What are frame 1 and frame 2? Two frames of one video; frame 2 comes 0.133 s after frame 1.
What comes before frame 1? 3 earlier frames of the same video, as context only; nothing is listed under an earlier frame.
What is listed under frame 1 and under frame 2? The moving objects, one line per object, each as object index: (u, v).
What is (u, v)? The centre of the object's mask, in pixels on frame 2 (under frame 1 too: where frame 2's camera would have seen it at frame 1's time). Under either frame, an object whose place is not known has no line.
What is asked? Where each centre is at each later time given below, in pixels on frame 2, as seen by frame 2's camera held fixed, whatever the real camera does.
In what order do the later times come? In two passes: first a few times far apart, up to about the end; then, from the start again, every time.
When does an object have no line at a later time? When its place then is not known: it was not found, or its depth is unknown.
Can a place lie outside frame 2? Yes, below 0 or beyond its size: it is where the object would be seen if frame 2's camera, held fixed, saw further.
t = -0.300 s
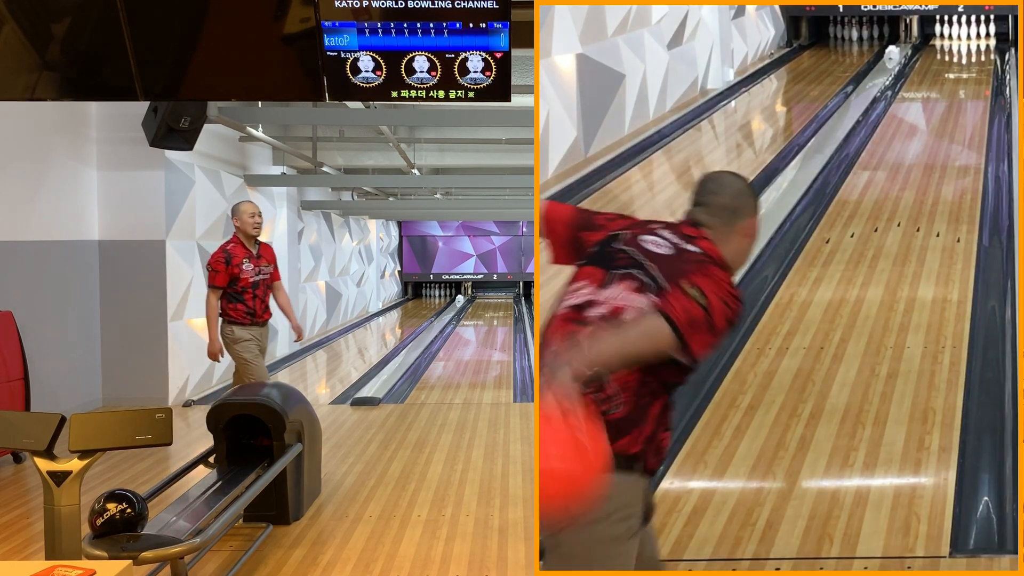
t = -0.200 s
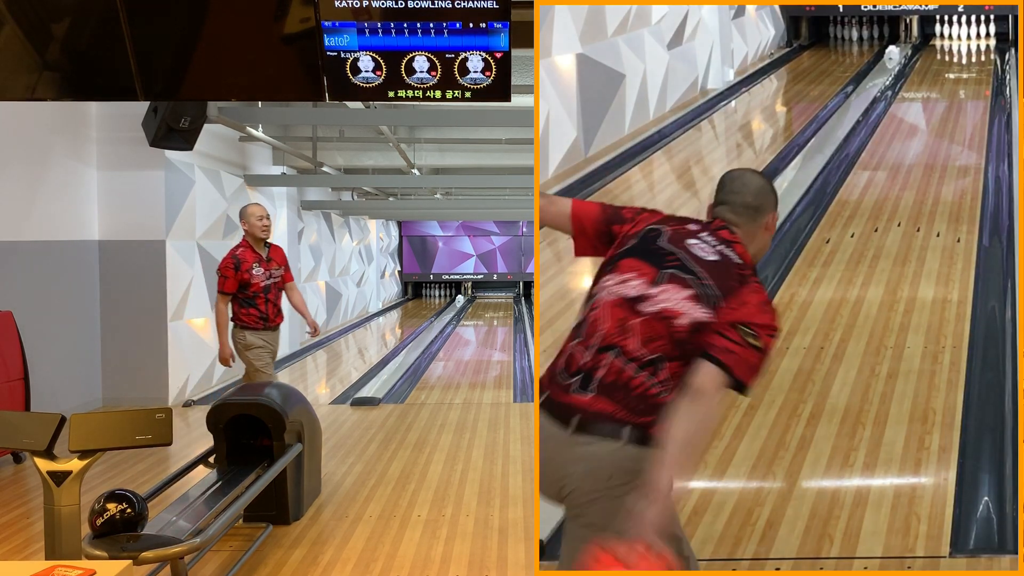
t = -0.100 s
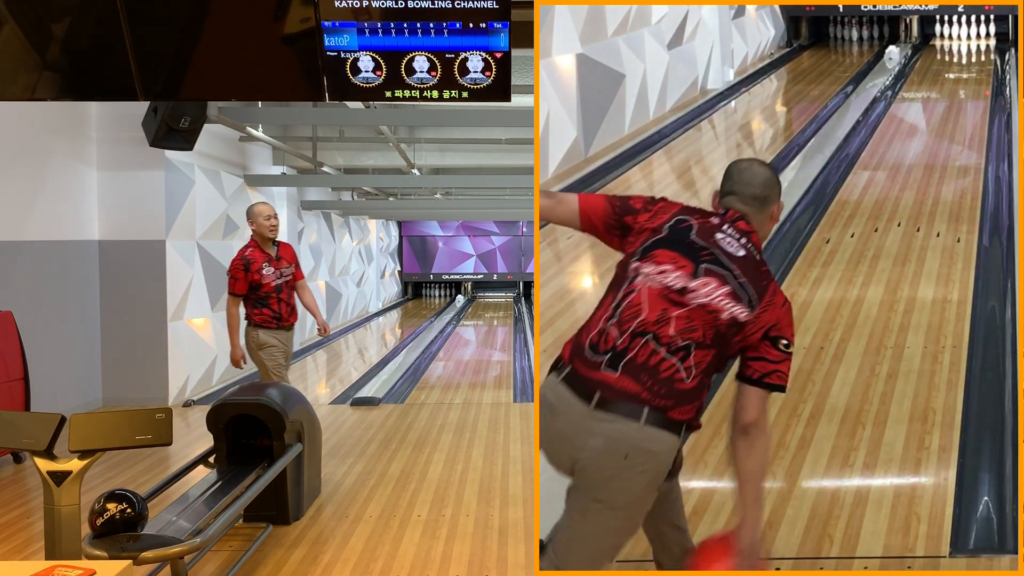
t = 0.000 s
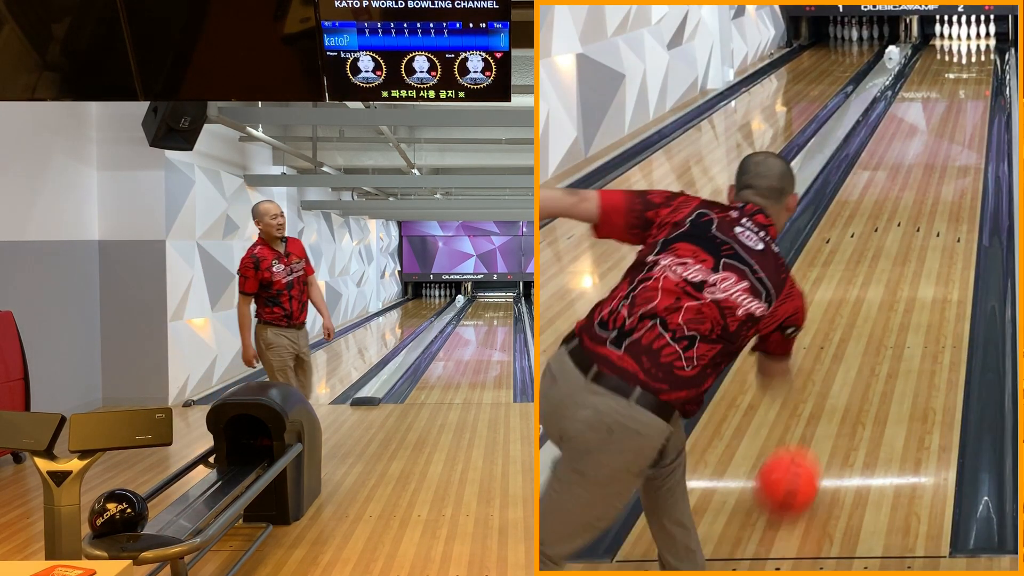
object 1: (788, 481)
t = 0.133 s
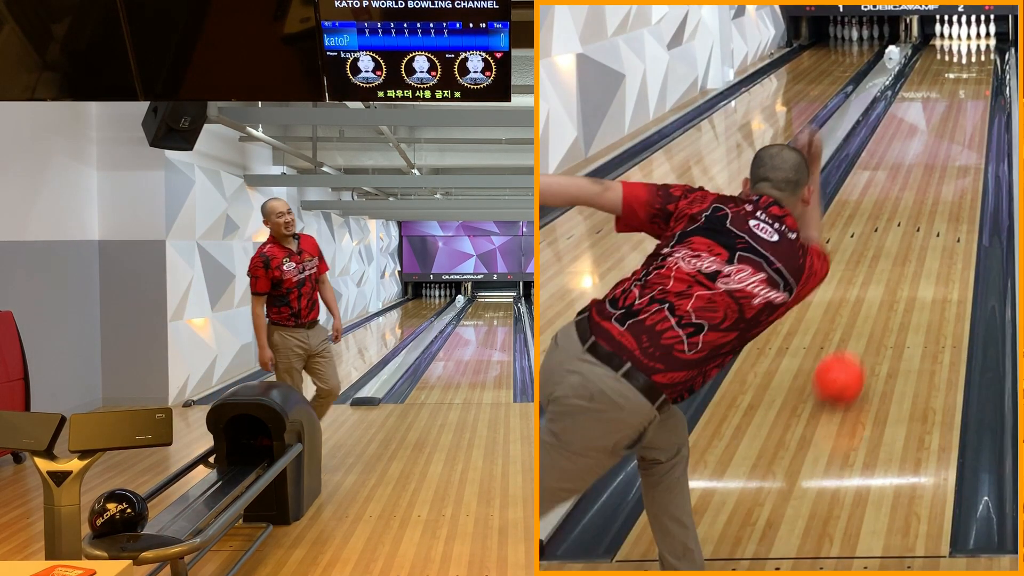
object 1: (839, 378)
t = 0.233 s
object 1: (867, 323)
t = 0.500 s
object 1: (913, 223)
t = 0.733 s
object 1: (938, 170)
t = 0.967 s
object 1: (955, 133)
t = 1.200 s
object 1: (966, 105)
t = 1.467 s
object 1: (975, 81)
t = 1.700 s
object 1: (978, 66)
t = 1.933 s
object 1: (978, 53)
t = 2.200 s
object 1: (974, 41)
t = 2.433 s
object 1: (972, 34)
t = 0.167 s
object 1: (849, 359)
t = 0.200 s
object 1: (858, 340)
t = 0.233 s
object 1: (867, 323)
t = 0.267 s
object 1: (874, 307)
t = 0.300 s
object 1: (881, 293)
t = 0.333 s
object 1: (887, 279)
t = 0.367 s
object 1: (893, 266)
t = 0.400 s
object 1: (899, 254)
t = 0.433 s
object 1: (904, 244)
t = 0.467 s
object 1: (909, 233)
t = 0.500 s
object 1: (913, 223)
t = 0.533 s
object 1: (918, 214)
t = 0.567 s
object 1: (922, 206)
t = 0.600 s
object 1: (925, 198)
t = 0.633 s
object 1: (929, 191)
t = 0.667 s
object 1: (932, 183)
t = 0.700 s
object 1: (935, 176)
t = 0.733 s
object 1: (938, 170)
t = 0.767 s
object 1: (941, 164)
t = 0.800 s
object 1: (943, 158)
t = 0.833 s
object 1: (946, 153)
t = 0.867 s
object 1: (949, 147)
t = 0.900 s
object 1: (951, 142)
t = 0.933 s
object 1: (953, 137)
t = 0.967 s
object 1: (955, 133)
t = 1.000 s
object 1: (957, 128)
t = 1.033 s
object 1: (959, 124)
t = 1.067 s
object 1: (960, 120)
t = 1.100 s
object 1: (962, 116)
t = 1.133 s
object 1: (963, 112)
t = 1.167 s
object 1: (965, 108)
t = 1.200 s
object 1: (966, 105)
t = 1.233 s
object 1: (968, 102)
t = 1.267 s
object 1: (969, 98)
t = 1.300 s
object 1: (970, 95)
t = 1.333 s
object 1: (971, 92)
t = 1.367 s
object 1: (972, 89)
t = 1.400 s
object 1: (973, 87)
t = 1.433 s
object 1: (974, 84)
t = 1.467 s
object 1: (975, 81)
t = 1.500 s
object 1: (975, 79)
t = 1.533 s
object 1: (976, 76)
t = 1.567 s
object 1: (976, 74)
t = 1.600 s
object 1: (977, 72)
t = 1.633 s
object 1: (977, 70)
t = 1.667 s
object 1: (977, 68)
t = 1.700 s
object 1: (978, 66)
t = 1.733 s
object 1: (978, 64)
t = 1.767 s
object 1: (978, 62)
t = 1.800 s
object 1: (978, 60)
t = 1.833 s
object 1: (978, 58)
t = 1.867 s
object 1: (978, 56)
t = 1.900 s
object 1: (978, 54)
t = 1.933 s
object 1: (978, 53)
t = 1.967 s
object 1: (978, 51)
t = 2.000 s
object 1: (977, 50)
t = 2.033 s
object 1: (977, 48)
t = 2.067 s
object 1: (976, 47)
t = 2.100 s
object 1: (976, 45)
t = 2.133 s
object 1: (975, 44)
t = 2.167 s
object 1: (974, 42)
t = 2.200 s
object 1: (974, 41)
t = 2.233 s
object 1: (974, 39)
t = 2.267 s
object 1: (973, 38)
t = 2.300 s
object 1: (972, 38)
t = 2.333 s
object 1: (972, 36)
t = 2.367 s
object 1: (971, 35)
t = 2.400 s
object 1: (971, 35)
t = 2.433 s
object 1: (972, 34)
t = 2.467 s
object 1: (972, 33)
